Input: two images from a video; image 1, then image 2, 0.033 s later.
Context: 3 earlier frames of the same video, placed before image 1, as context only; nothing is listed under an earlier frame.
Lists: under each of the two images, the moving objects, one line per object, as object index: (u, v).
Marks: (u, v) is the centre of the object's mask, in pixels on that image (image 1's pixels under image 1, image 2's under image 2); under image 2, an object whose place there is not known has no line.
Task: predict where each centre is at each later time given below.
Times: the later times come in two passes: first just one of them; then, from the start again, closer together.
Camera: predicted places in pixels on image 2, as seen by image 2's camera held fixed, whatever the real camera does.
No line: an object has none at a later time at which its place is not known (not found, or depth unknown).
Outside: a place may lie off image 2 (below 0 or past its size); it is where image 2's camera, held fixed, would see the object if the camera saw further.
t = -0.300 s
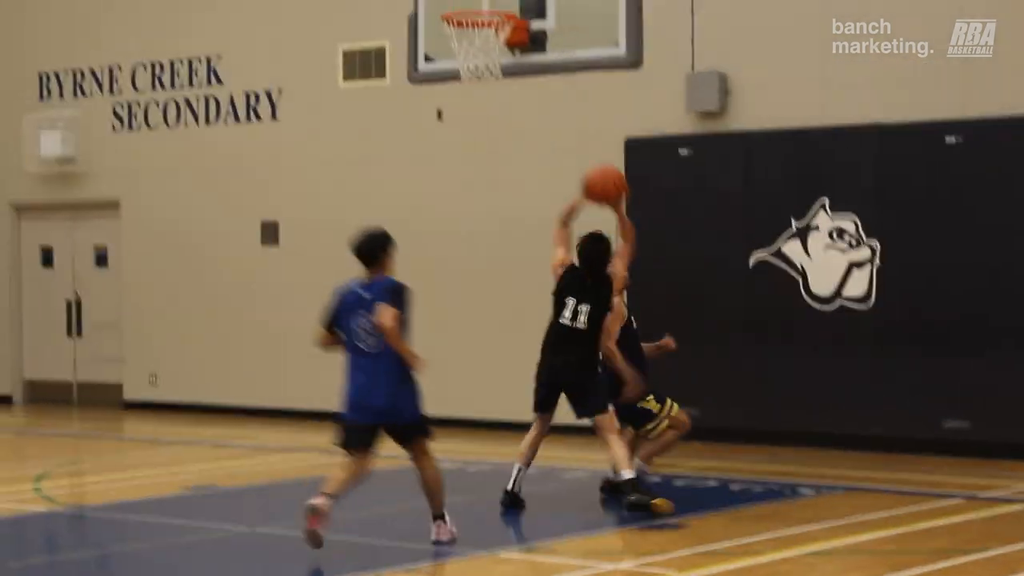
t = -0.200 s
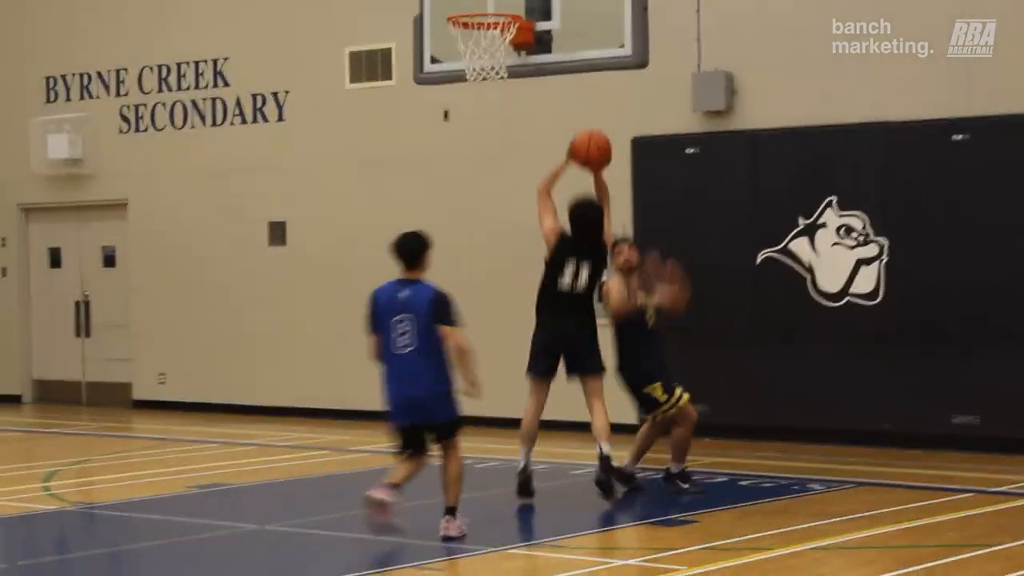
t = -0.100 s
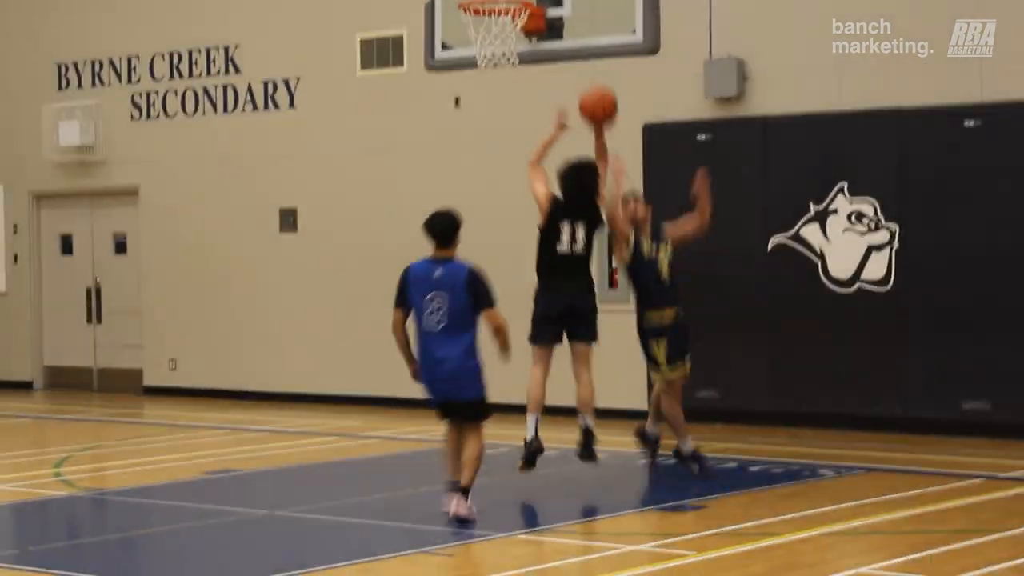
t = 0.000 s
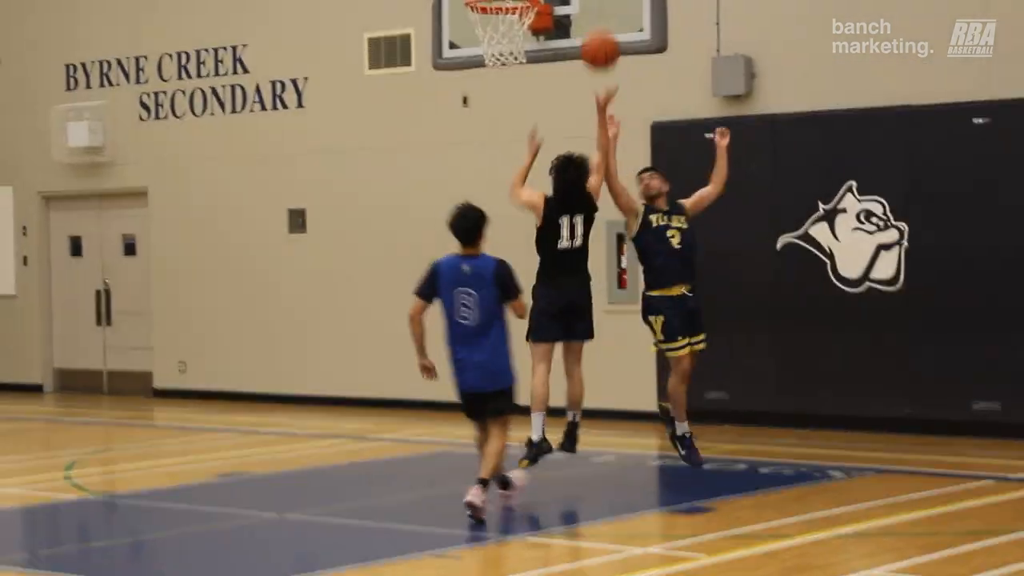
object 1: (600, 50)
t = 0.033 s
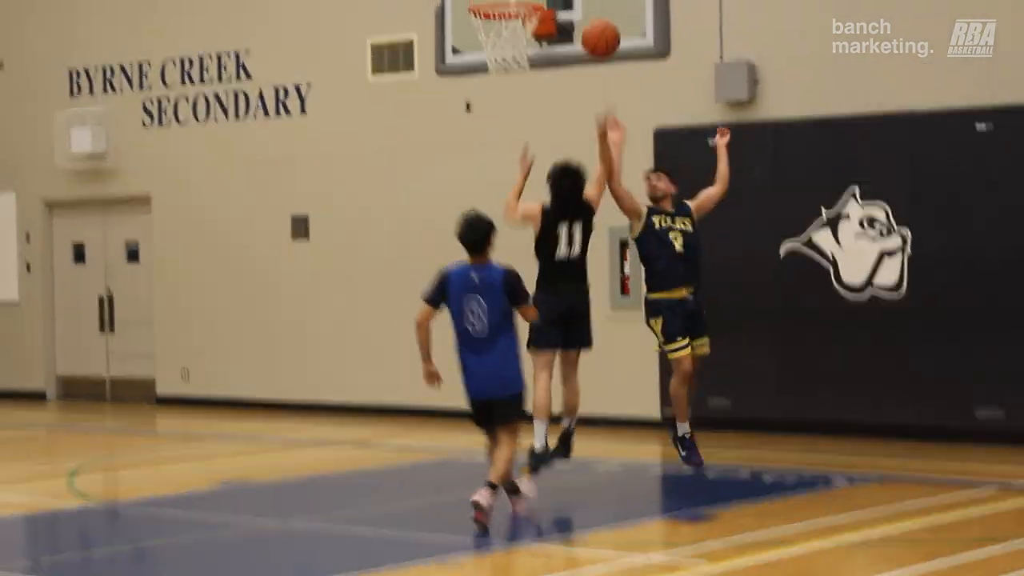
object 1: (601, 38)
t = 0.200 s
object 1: (591, -20)
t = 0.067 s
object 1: (598, 25)
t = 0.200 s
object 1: (591, -20)
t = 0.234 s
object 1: (589, -26)
